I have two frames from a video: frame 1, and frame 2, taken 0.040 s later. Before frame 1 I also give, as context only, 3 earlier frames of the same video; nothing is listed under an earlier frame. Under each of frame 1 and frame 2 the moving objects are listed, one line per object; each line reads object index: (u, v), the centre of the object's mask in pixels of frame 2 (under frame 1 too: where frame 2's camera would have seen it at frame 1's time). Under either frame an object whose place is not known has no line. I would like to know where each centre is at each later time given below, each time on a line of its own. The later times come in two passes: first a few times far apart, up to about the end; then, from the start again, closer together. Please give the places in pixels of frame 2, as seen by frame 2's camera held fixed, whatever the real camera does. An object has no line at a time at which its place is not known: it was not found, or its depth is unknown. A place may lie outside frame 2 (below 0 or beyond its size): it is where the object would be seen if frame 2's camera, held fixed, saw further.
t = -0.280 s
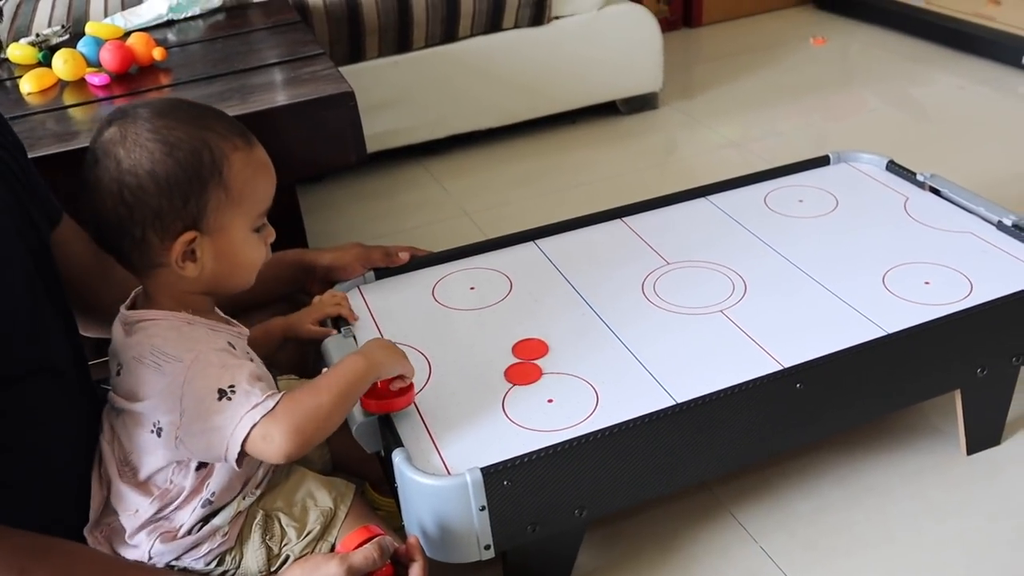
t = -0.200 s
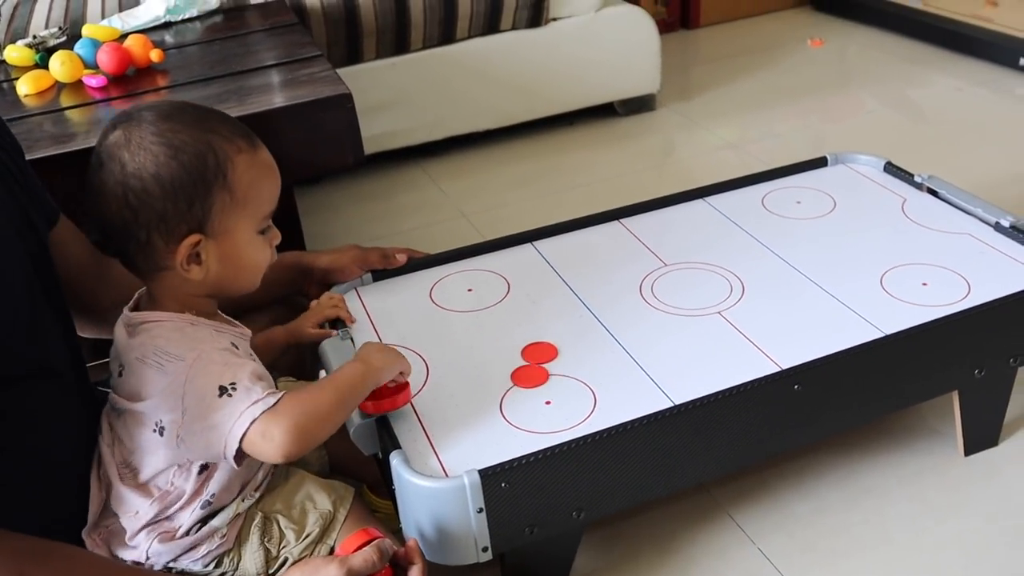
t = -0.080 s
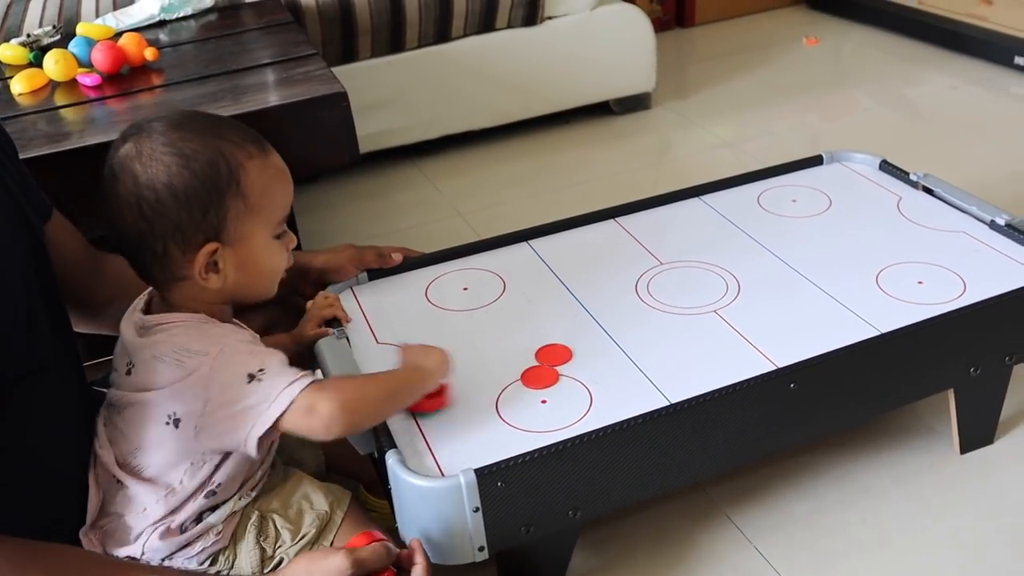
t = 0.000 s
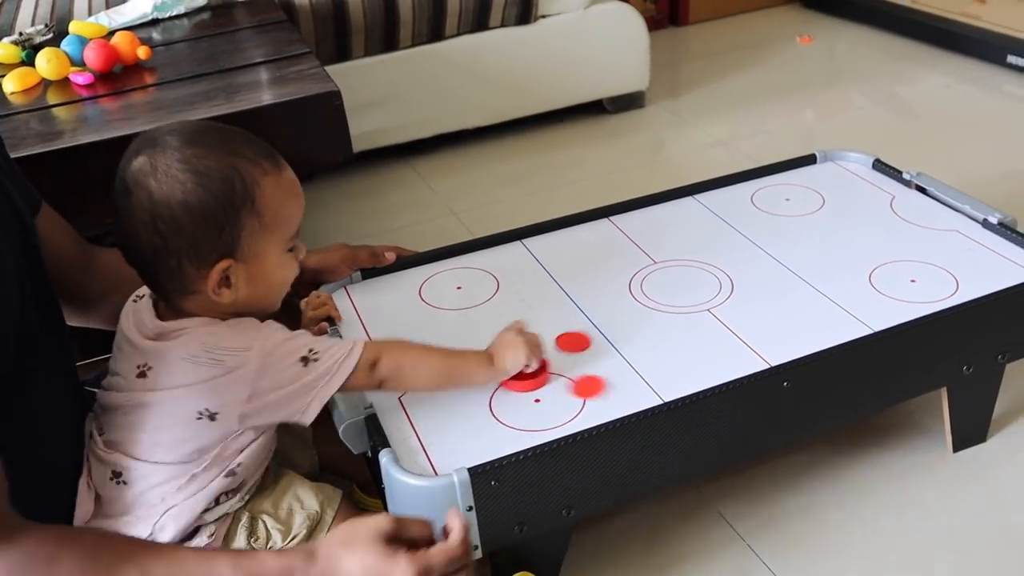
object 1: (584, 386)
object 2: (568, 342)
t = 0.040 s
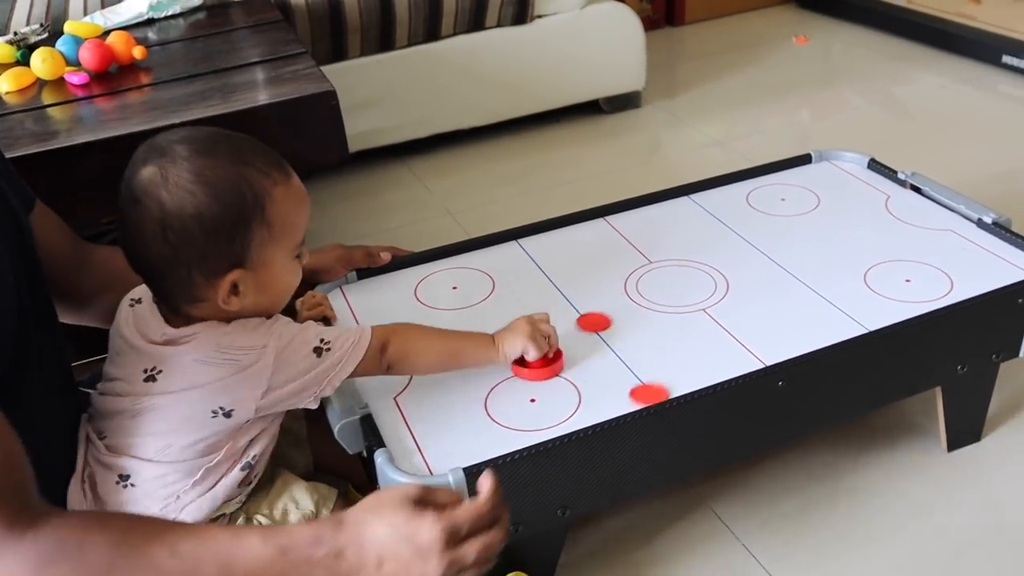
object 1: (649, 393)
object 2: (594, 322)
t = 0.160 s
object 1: (698, 306)
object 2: (660, 270)
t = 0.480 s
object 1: (816, 179)
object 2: (794, 191)
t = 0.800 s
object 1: (852, 187)
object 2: (881, 218)
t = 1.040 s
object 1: (851, 197)
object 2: (861, 262)
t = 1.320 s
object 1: (851, 199)
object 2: (831, 316)
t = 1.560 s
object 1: (851, 199)
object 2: (784, 345)
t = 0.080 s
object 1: (668, 362)
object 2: (617, 303)
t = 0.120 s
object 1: (684, 334)
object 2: (640, 287)
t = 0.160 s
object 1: (698, 306)
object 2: (660, 270)
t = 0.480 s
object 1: (816, 179)
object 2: (794, 191)
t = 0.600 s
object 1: (849, 172)
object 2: (864, 192)
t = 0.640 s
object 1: (850, 176)
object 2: (887, 192)
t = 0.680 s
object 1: (851, 179)
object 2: (890, 197)
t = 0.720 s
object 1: (851, 182)
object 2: (887, 204)
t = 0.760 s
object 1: (851, 184)
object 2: (885, 211)
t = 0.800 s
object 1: (852, 187)
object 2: (881, 218)
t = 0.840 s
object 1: (851, 189)
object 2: (879, 225)
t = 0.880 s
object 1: (851, 191)
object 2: (876, 232)
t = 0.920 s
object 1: (851, 193)
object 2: (872, 240)
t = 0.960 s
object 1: (851, 194)
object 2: (869, 247)
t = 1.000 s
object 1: (851, 196)
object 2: (865, 255)
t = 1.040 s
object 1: (851, 197)
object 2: (861, 262)
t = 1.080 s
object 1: (851, 198)
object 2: (857, 270)
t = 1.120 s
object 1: (851, 199)
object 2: (853, 277)
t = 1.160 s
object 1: (851, 199)
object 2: (849, 285)
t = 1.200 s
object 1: (851, 199)
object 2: (845, 293)
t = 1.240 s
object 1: (851, 199)
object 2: (841, 301)
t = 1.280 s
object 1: (851, 199)
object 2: (836, 309)
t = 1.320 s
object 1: (851, 199)
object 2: (831, 316)
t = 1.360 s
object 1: (851, 199)
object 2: (827, 324)
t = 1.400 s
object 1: (851, 199)
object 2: (822, 332)
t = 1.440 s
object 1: (852, 199)
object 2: (816, 338)
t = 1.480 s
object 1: (851, 199)
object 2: (807, 342)
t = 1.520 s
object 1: (852, 199)
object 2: (796, 344)
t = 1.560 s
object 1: (851, 199)
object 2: (784, 345)
